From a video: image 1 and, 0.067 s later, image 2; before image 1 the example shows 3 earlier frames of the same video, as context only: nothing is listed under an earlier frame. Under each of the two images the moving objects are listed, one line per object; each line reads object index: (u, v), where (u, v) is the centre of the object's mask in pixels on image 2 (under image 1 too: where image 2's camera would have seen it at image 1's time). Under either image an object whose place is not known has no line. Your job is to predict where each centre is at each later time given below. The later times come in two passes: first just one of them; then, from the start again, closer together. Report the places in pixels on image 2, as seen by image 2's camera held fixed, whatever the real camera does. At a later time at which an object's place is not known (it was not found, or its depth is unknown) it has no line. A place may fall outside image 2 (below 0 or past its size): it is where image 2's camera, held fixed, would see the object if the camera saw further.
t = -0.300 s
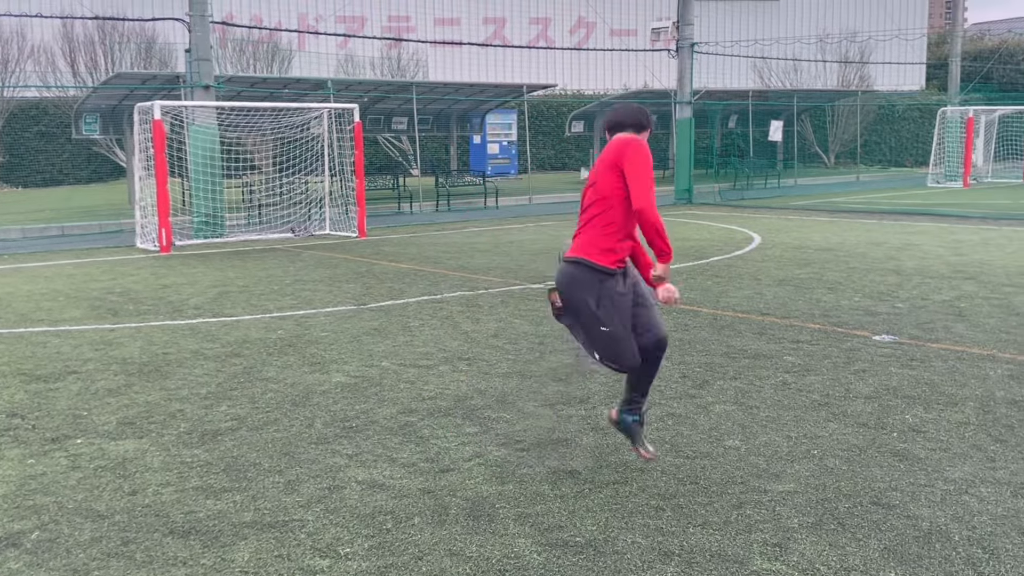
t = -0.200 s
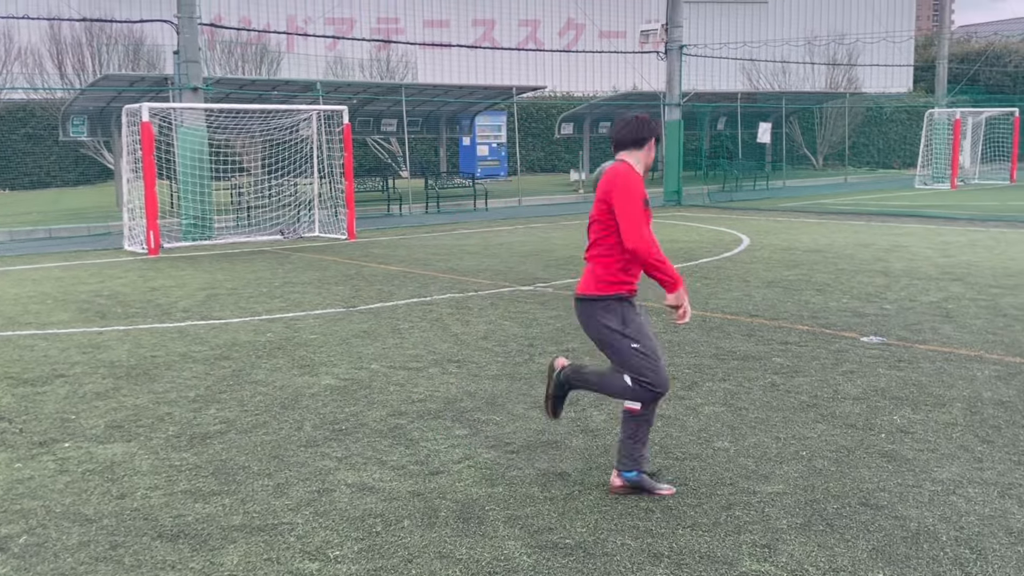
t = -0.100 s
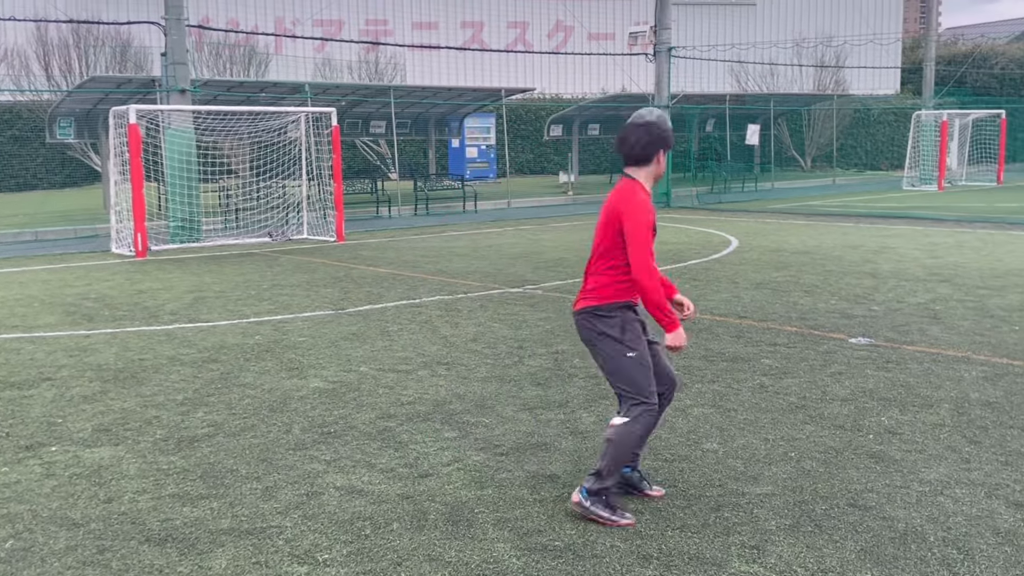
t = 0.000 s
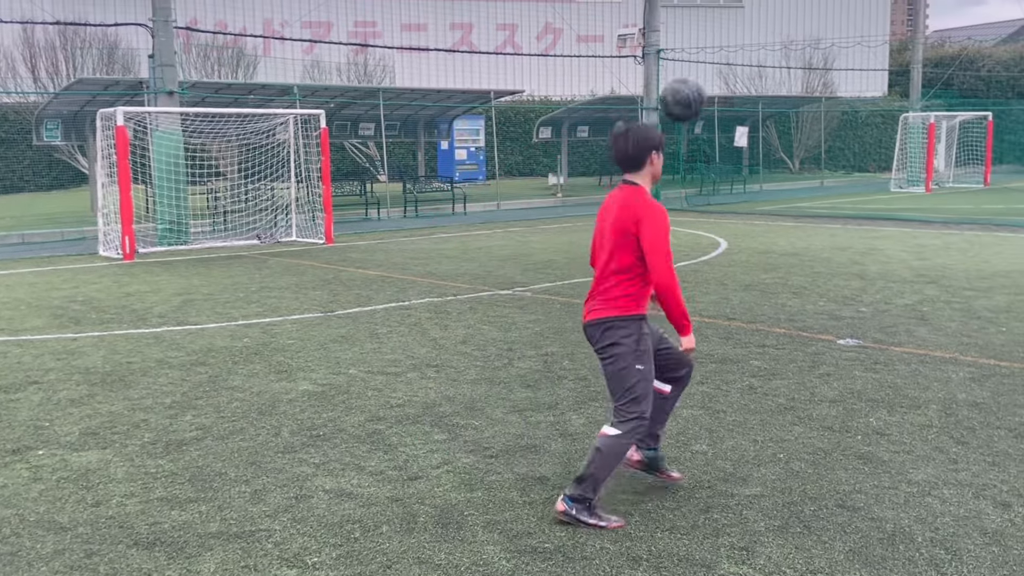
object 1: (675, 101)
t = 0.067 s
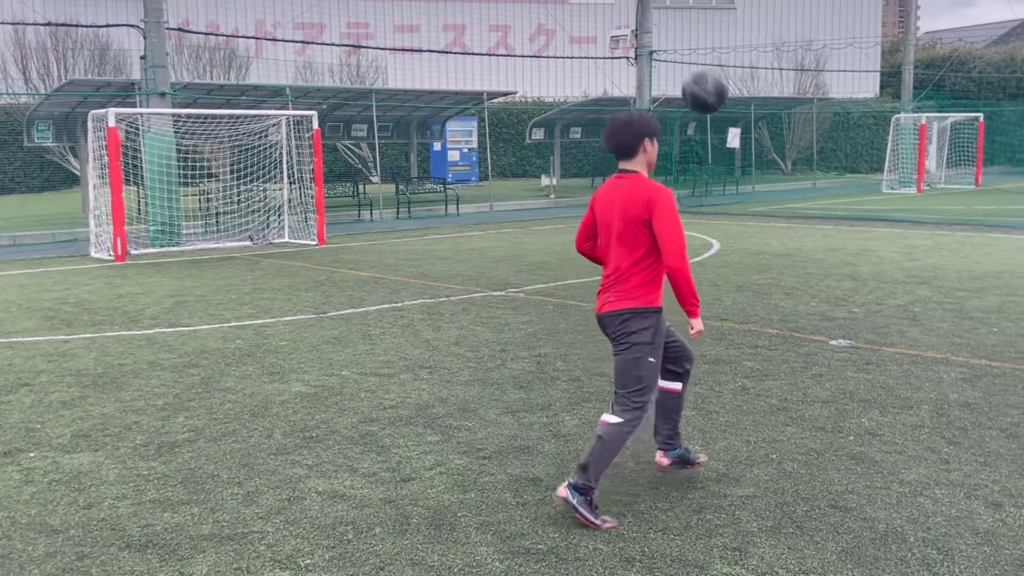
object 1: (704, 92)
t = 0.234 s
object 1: (777, 109)
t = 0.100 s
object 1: (719, 90)
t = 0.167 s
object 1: (748, 96)
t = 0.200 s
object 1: (762, 102)
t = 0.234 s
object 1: (777, 109)
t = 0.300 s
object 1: (805, 132)
